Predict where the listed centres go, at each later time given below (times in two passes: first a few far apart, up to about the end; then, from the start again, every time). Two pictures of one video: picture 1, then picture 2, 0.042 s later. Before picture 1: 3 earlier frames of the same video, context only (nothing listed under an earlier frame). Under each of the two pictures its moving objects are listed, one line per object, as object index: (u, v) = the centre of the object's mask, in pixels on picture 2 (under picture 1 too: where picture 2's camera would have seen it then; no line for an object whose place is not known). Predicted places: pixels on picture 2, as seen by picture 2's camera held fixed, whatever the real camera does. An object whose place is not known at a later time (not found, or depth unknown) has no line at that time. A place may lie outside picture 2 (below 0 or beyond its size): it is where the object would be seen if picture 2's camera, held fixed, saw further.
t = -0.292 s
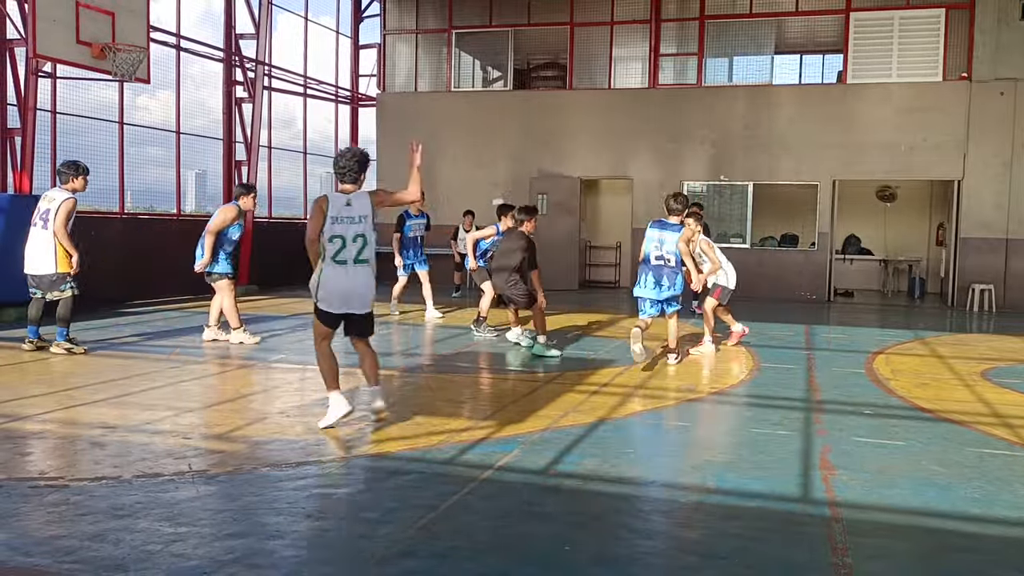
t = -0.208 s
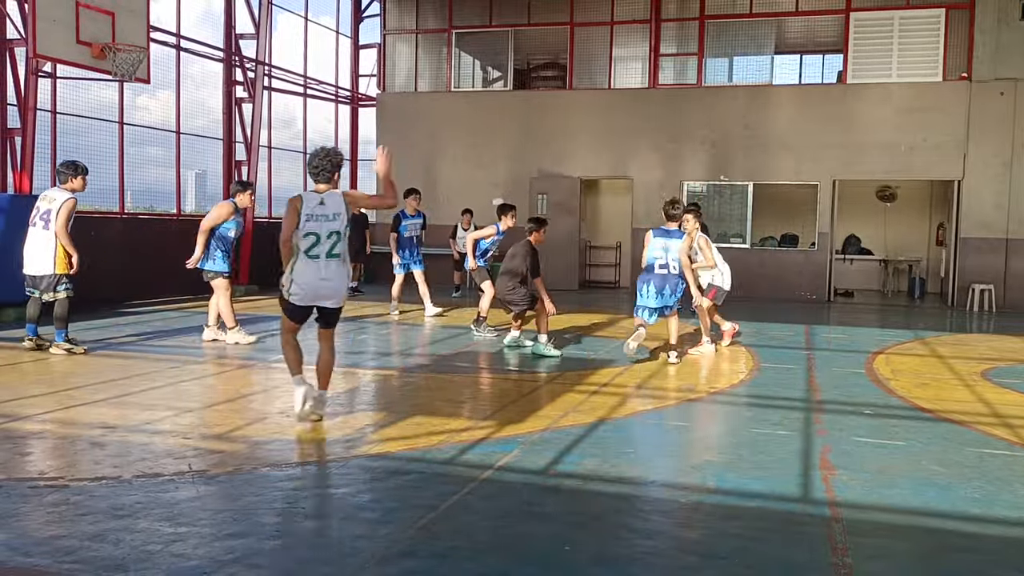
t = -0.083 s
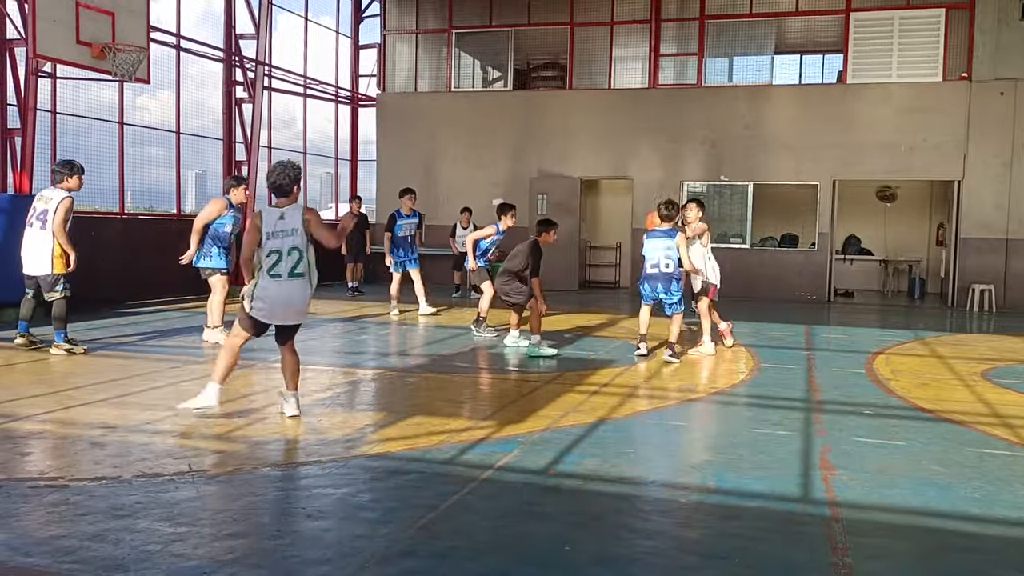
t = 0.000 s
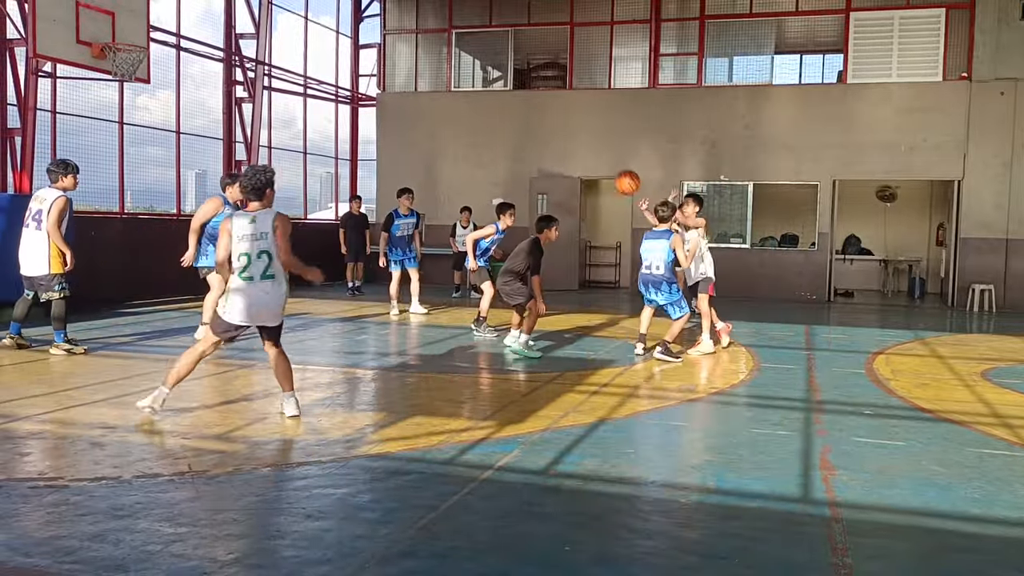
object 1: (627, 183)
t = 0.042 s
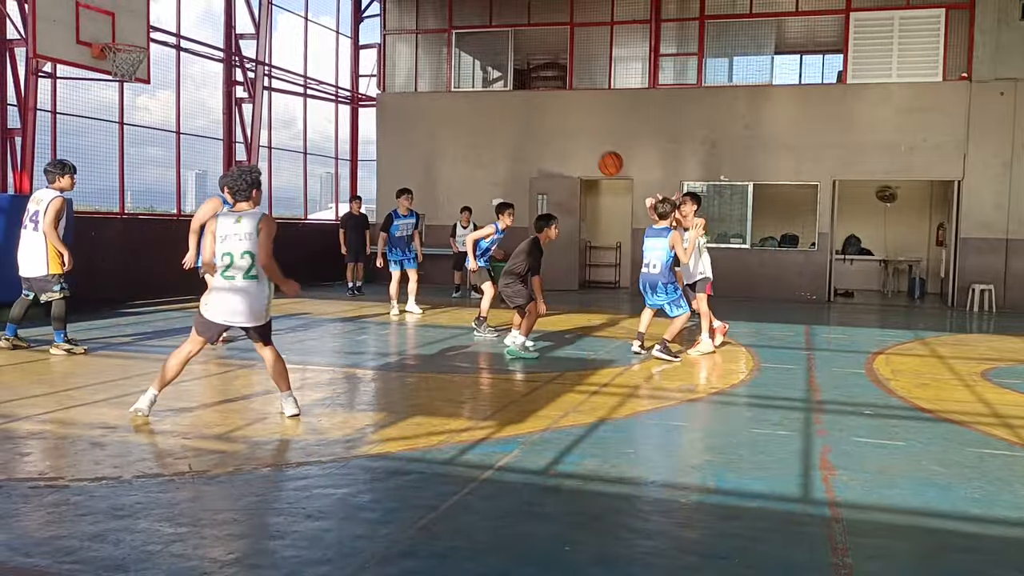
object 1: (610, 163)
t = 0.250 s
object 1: (517, 88)
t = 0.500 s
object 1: (380, 47)
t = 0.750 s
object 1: (212, 83)
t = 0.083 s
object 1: (593, 145)
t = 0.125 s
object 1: (574, 129)
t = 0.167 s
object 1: (556, 113)
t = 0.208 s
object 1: (537, 100)
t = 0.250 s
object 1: (517, 88)
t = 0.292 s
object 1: (496, 76)
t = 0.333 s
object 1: (475, 67)
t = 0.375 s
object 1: (452, 59)
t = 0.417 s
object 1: (429, 53)
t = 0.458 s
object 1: (405, 49)
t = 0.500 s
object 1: (380, 47)
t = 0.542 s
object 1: (354, 47)
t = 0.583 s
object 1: (328, 49)
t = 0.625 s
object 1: (300, 54)
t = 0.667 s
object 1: (271, 61)
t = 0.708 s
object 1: (241, 70)
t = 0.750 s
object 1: (212, 83)
